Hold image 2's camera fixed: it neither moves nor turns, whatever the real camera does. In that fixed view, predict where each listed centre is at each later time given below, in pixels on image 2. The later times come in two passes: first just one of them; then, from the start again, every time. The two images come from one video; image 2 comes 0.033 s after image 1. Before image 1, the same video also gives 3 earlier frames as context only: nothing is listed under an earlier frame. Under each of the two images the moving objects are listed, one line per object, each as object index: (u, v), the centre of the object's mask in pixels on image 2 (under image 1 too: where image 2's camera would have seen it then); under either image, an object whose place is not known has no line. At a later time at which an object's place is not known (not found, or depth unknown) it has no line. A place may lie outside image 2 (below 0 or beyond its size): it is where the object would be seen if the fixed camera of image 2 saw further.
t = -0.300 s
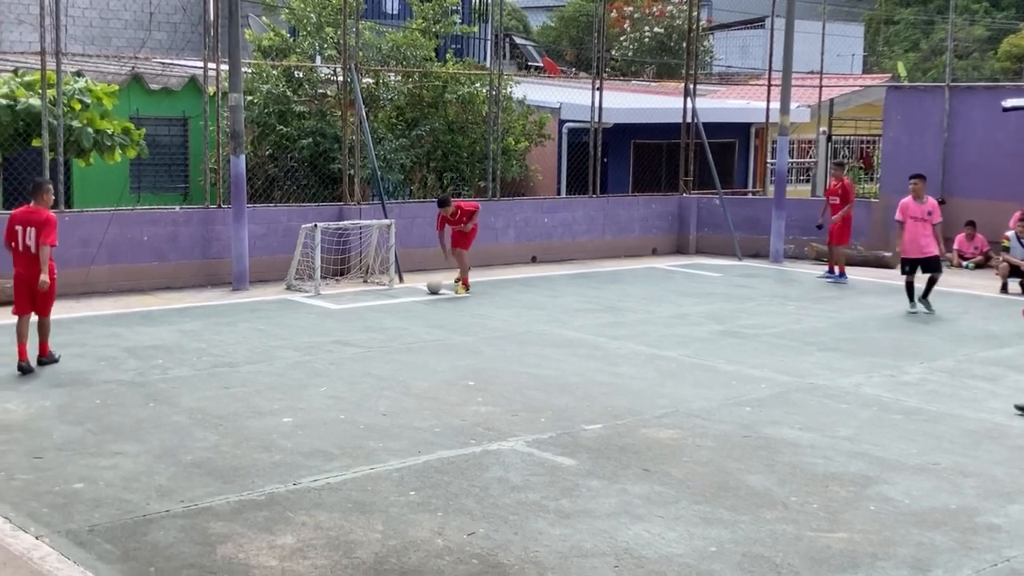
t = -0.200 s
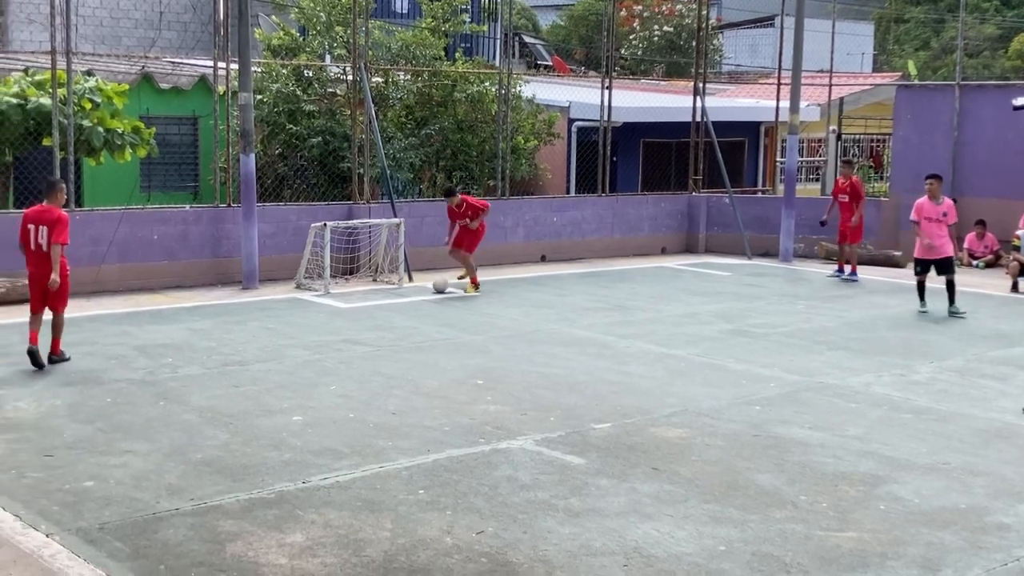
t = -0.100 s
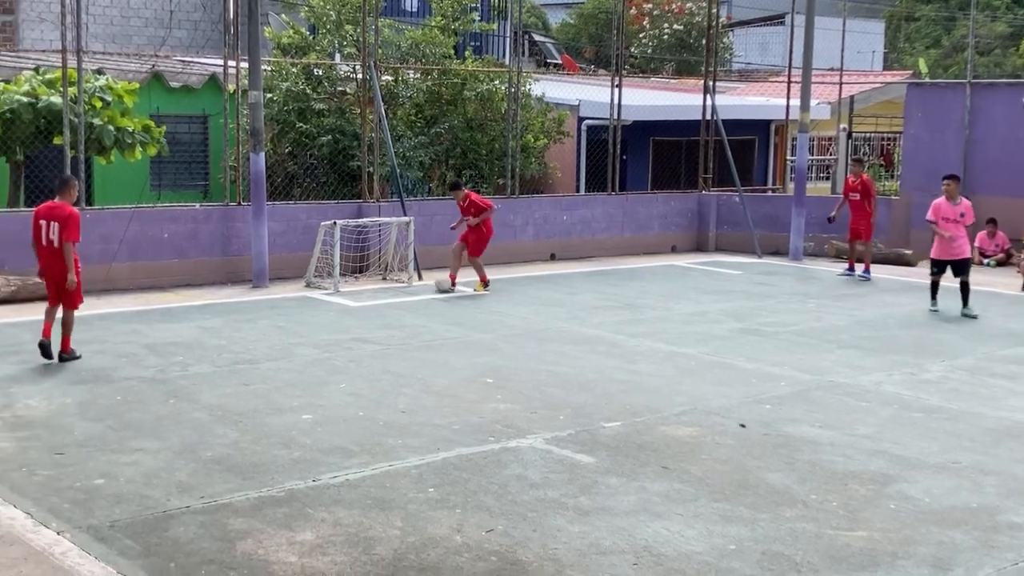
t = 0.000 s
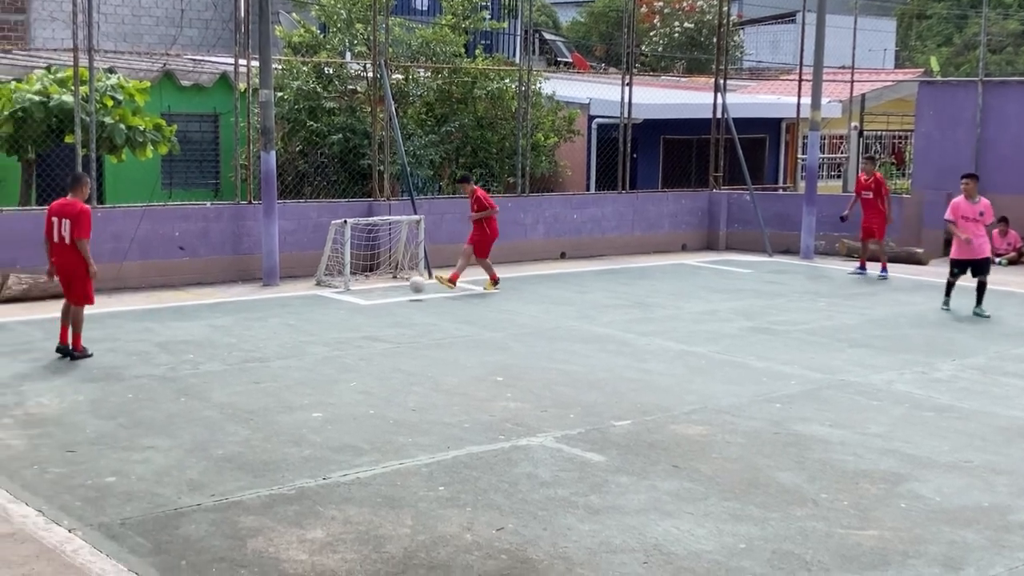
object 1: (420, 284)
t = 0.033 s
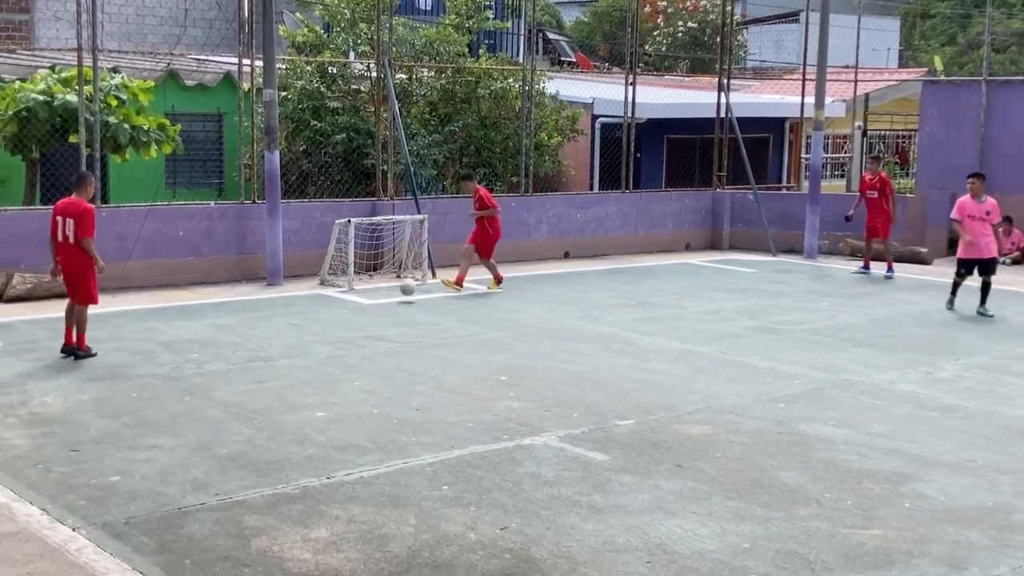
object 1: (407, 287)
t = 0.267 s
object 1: (315, 312)
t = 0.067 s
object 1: (393, 291)
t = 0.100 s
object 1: (380, 295)
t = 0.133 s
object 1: (365, 302)
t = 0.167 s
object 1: (352, 304)
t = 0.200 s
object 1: (340, 306)
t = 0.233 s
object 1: (328, 309)
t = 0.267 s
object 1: (315, 312)
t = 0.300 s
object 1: (302, 316)
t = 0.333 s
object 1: (290, 319)
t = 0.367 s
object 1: (279, 321)
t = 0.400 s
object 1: (269, 321)
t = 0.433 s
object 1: (257, 323)
